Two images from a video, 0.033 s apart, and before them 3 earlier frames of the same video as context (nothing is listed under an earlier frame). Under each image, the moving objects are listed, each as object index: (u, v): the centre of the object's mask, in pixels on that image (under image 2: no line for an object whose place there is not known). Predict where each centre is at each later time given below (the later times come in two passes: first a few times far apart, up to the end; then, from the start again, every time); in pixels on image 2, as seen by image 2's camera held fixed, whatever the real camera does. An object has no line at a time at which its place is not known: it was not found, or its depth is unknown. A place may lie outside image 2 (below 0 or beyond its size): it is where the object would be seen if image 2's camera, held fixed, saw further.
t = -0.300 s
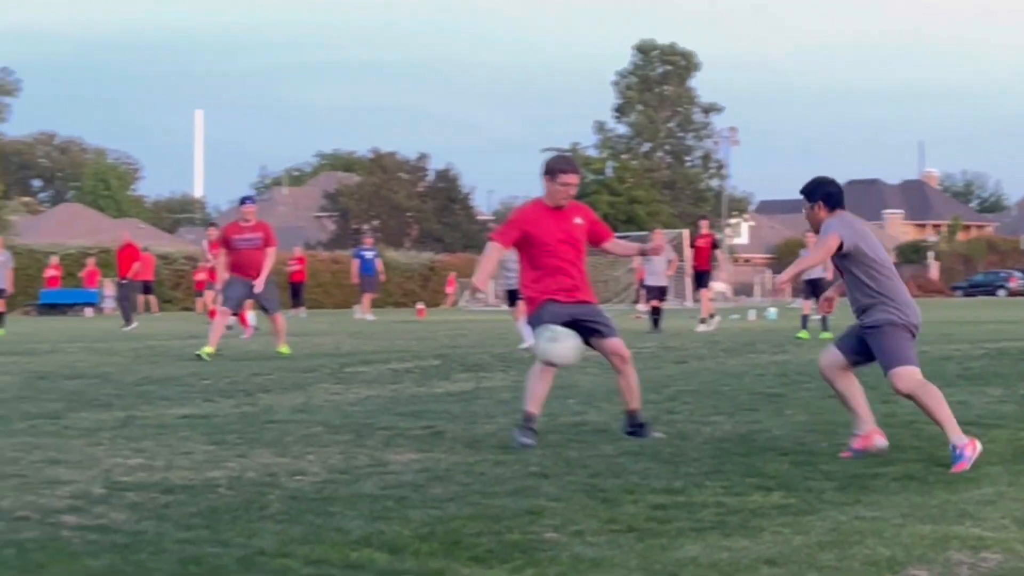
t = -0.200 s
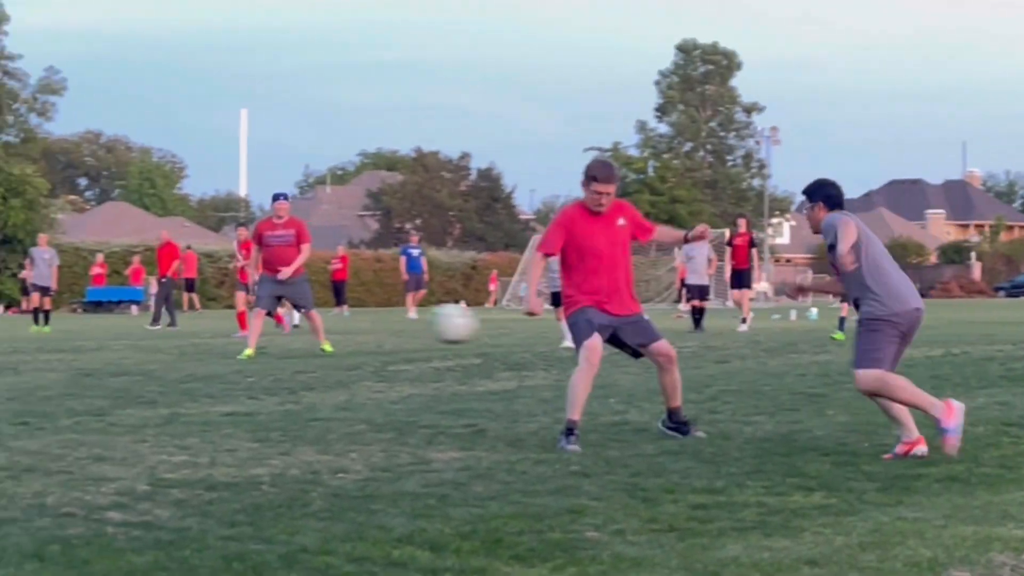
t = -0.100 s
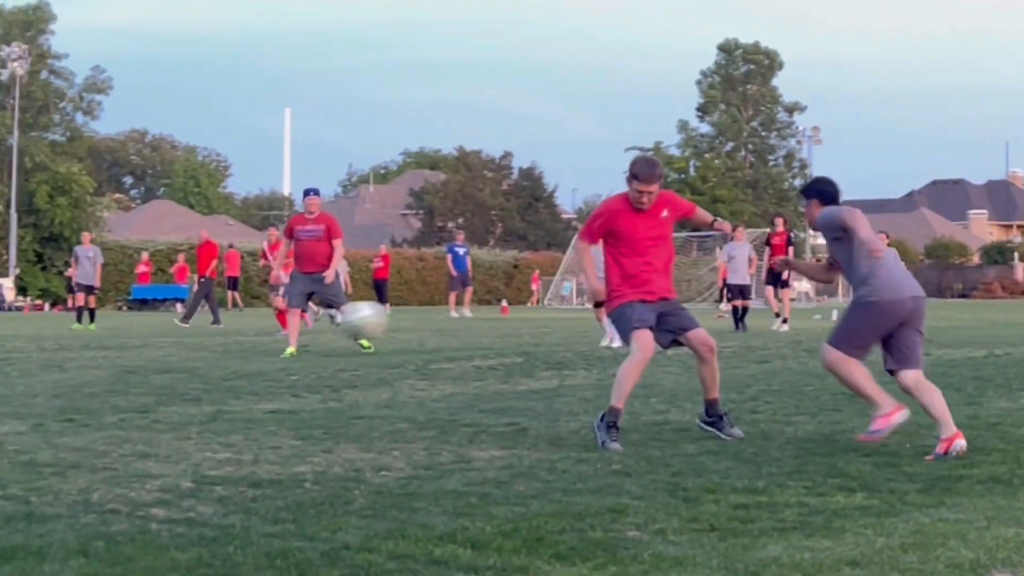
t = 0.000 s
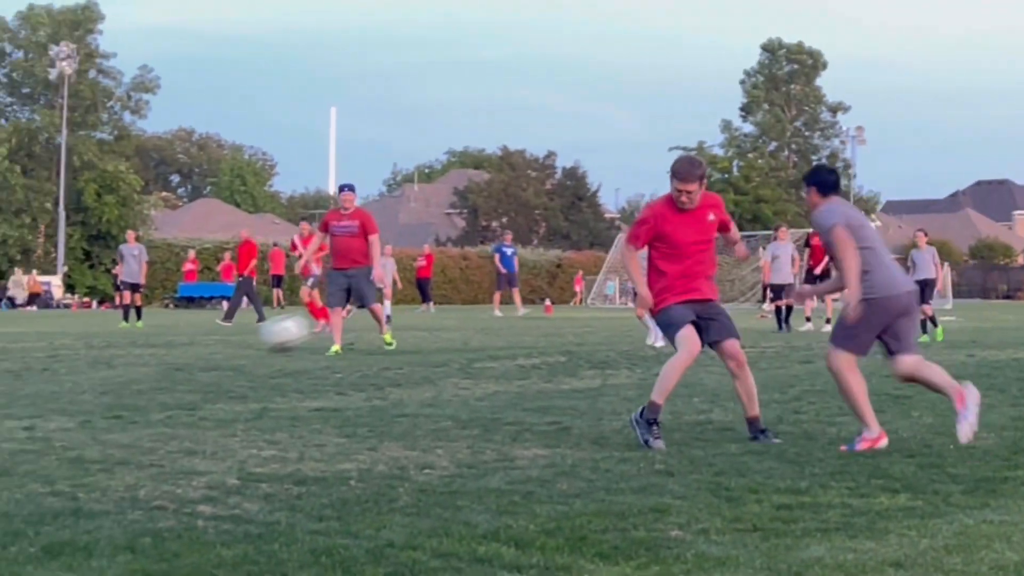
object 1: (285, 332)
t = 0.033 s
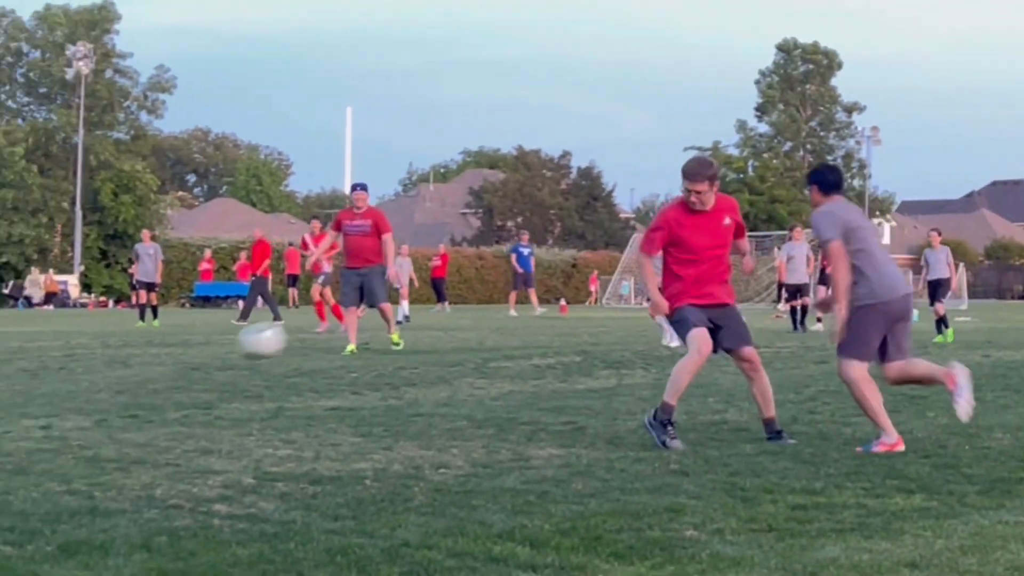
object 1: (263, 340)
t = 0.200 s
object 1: (82, 402)
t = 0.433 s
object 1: (-43, 358)
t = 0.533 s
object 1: (-95, 355)
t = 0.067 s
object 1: (225, 349)
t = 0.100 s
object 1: (187, 359)
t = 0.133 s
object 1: (152, 372)
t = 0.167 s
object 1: (118, 387)
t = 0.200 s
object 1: (82, 402)
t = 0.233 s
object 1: (53, 412)
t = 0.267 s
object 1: (33, 399)
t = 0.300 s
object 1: (22, 387)
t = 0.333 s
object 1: (5, 377)
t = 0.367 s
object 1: (-9, 369)
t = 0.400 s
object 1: (-24, 362)
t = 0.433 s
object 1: (-43, 358)
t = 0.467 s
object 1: (-61, 355)
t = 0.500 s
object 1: (-77, 354)
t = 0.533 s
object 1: (-95, 355)
